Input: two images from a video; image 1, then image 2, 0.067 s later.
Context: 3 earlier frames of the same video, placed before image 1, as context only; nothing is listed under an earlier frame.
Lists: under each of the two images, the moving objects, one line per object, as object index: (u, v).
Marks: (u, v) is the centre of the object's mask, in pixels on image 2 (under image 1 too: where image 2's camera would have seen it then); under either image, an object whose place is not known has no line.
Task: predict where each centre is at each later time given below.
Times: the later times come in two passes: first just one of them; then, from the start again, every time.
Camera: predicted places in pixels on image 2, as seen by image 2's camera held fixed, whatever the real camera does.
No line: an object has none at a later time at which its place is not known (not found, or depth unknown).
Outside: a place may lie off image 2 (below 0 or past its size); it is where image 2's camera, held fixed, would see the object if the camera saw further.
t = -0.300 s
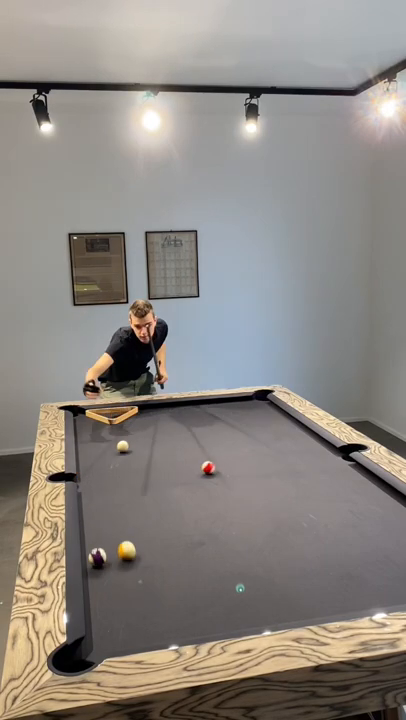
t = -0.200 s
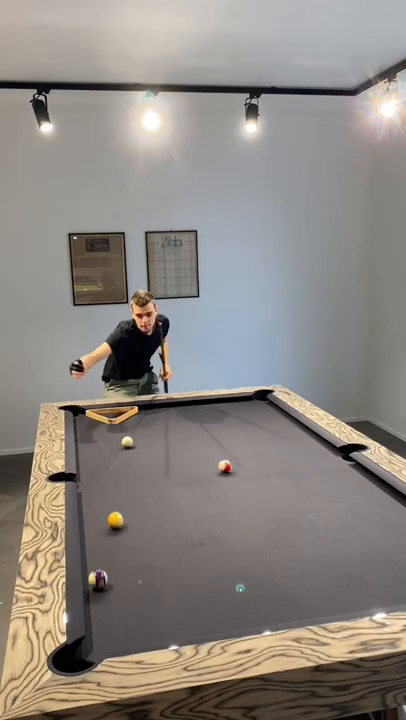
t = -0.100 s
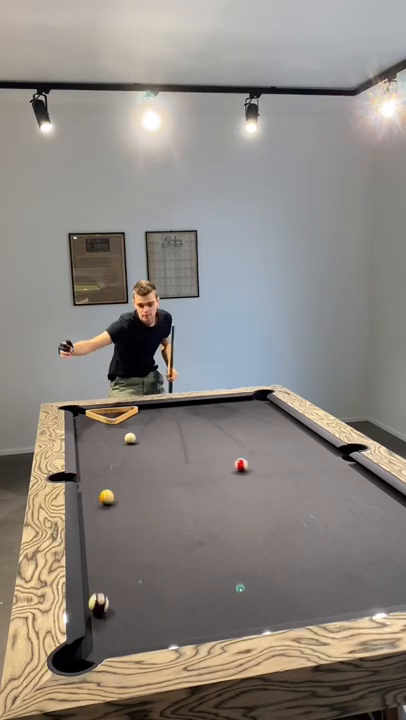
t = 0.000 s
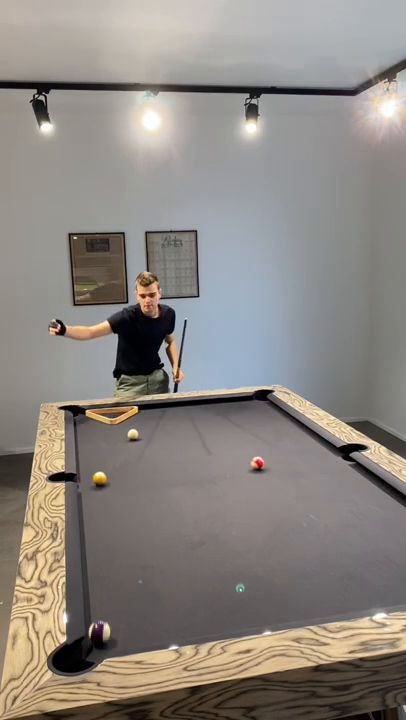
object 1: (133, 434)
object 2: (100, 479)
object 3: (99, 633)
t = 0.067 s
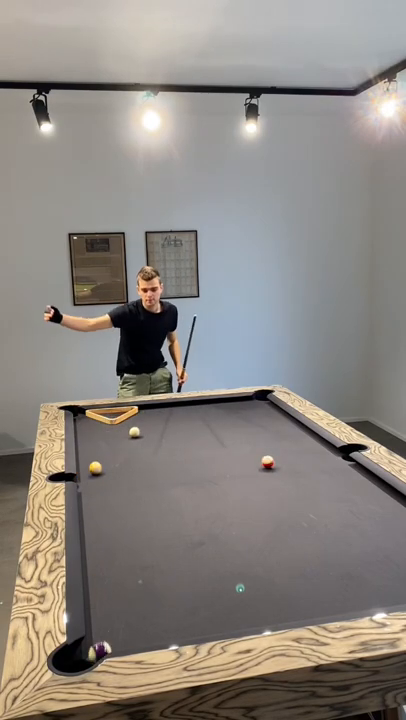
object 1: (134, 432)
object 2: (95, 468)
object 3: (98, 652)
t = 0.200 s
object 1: (138, 428)
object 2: (88, 449)
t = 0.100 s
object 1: (135, 431)
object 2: (93, 463)
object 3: (91, 659)
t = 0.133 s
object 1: (136, 430)
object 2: (91, 458)
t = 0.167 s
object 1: (137, 429)
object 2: (89, 454)
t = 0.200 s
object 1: (138, 428)
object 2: (88, 449)
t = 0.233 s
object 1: (138, 427)
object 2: (86, 446)
